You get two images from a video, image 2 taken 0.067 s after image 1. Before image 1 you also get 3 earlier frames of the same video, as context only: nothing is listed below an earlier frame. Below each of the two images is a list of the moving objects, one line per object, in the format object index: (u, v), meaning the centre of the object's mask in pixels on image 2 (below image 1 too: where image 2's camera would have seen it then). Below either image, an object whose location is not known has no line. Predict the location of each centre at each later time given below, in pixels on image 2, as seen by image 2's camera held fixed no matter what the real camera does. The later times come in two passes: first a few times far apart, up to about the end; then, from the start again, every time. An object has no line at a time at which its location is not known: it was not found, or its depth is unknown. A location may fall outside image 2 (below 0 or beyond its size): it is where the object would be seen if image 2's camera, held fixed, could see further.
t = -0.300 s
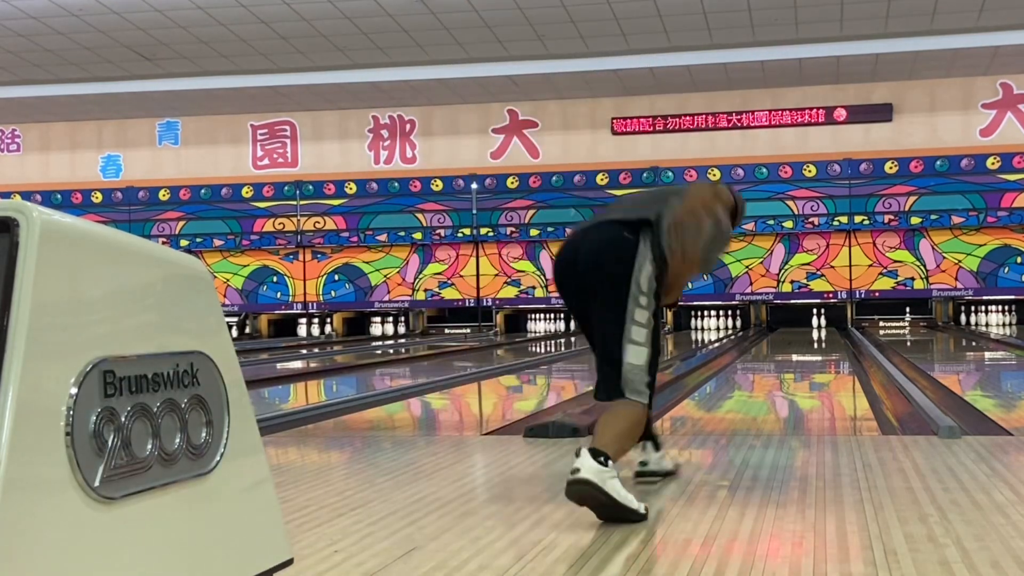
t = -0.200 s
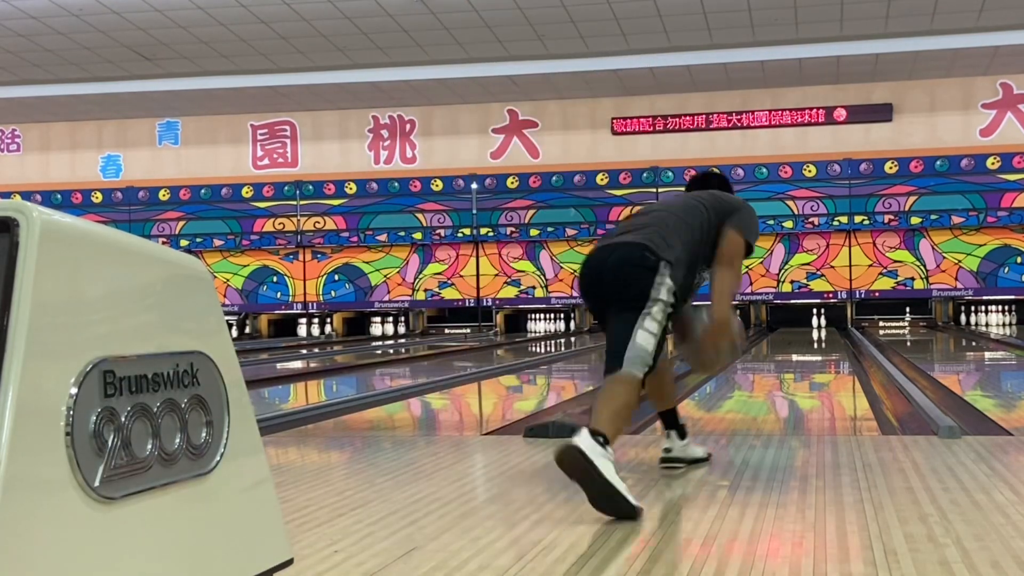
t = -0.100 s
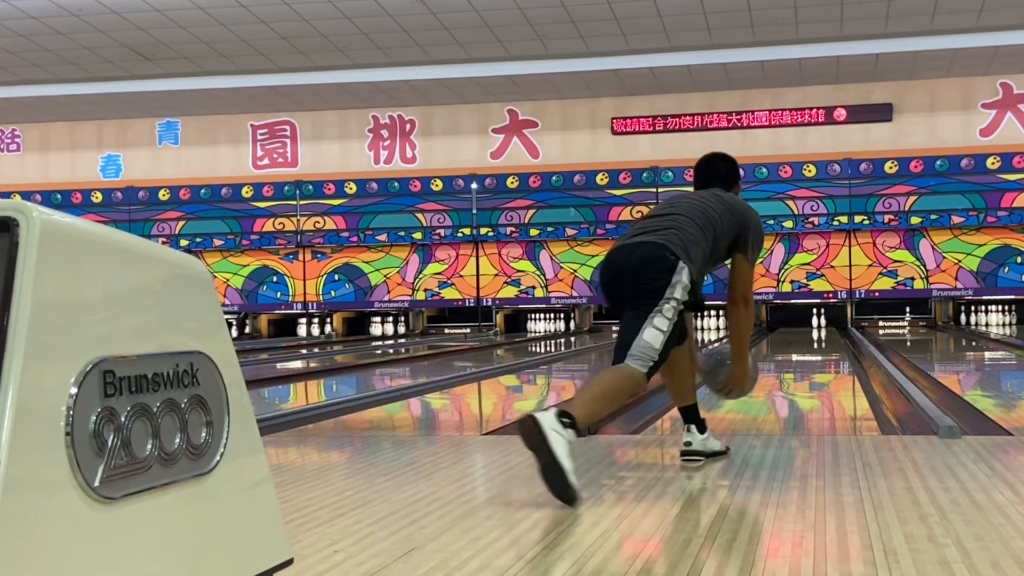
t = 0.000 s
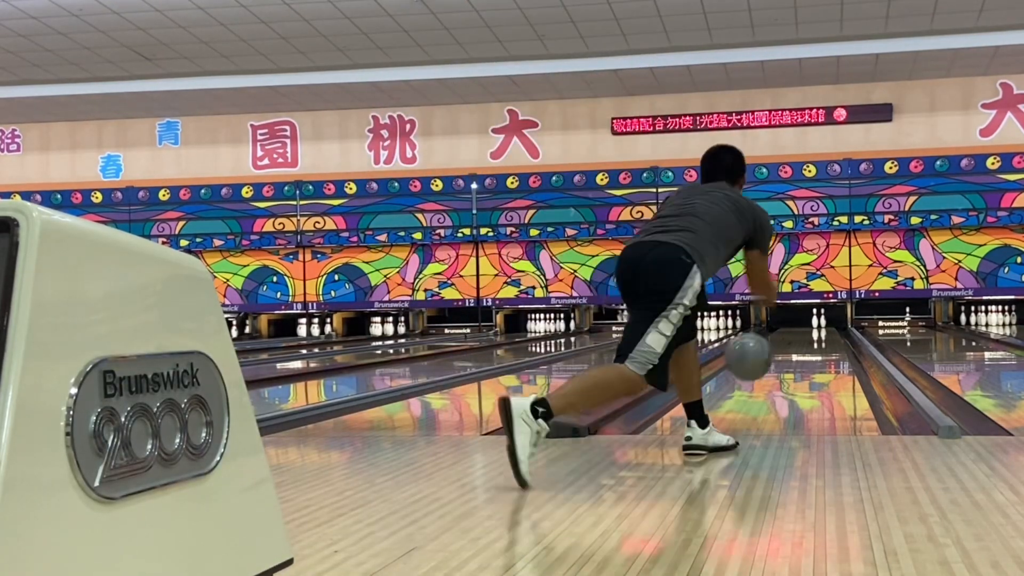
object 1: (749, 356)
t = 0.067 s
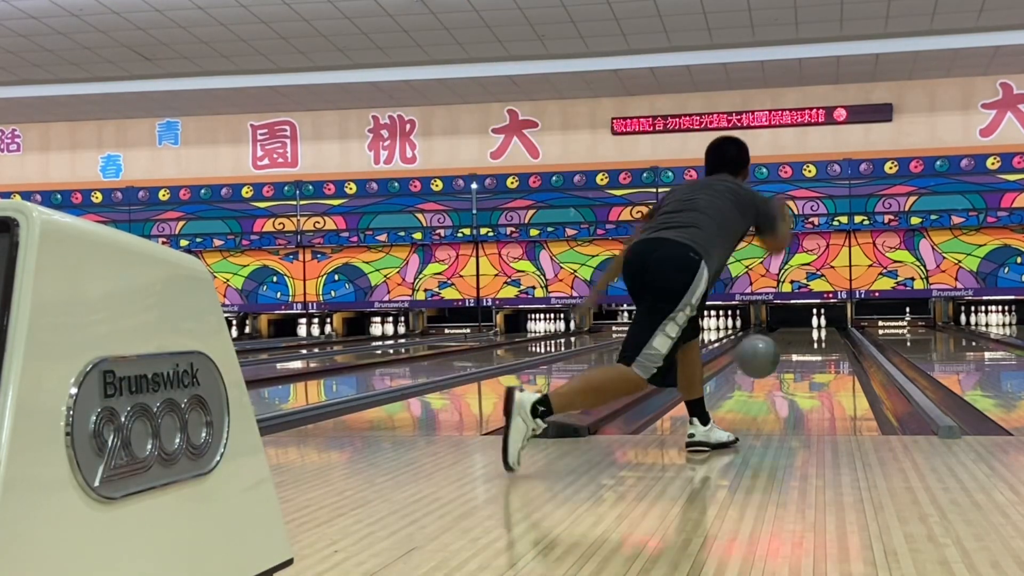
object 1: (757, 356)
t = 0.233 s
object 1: (777, 380)
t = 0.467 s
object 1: (793, 364)
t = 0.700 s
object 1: (803, 354)
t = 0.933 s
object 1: (810, 346)
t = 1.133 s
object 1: (815, 341)
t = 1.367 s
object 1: (819, 336)
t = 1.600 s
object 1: (822, 332)
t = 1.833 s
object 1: (824, 329)
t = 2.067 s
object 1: (825, 326)
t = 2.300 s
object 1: (824, 324)
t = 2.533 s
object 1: (824, 322)
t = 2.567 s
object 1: (825, 322)
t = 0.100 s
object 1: (761, 359)
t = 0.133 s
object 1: (766, 363)
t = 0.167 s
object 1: (770, 370)
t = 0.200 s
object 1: (774, 377)
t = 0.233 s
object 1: (777, 380)
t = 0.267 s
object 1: (779, 376)
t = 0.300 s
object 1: (782, 374)
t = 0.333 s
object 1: (784, 372)
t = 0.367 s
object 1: (786, 370)
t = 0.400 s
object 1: (789, 368)
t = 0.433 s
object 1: (790, 366)
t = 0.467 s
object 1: (793, 364)
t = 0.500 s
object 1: (795, 362)
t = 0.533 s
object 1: (797, 360)
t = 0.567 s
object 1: (798, 359)
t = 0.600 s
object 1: (800, 358)
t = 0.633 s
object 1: (801, 357)
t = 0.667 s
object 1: (802, 356)
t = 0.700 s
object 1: (803, 354)
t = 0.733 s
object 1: (804, 353)
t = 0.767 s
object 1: (805, 351)
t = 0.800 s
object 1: (806, 350)
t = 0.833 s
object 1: (808, 349)
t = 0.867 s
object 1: (808, 348)
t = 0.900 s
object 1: (809, 347)
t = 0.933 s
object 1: (810, 346)
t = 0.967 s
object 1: (811, 345)
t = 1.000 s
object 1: (812, 344)
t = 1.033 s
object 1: (813, 343)
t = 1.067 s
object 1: (813, 342)
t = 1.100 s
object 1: (814, 341)
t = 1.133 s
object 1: (815, 341)
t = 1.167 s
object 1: (815, 341)
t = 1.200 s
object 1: (816, 340)
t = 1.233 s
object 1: (817, 339)
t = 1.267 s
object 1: (817, 338)
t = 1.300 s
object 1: (818, 338)
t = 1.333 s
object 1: (818, 337)
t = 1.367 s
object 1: (819, 336)
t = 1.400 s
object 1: (819, 336)
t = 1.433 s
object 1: (820, 335)
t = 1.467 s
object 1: (820, 335)
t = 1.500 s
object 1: (820, 334)
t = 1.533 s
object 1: (821, 334)
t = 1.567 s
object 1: (822, 333)
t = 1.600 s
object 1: (822, 332)
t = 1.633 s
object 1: (823, 332)
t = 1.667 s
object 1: (823, 332)
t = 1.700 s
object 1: (823, 331)
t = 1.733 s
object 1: (823, 330)
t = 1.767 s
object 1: (824, 330)
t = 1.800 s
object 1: (824, 329)
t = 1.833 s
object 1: (824, 329)
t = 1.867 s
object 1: (825, 329)
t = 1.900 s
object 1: (824, 328)
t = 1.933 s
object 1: (824, 328)
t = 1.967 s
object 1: (824, 328)
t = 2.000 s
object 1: (824, 327)
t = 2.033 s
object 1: (825, 327)
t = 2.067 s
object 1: (825, 326)
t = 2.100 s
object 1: (825, 326)
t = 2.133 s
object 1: (825, 326)
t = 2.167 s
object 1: (825, 326)
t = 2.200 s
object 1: (824, 325)
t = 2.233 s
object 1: (825, 325)
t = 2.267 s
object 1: (824, 324)
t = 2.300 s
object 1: (824, 324)
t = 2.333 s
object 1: (824, 323)
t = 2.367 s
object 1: (824, 323)
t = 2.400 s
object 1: (824, 323)
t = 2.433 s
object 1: (824, 323)
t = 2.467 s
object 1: (823, 323)
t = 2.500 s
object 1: (823, 322)
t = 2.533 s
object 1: (824, 322)
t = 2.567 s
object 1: (825, 322)
